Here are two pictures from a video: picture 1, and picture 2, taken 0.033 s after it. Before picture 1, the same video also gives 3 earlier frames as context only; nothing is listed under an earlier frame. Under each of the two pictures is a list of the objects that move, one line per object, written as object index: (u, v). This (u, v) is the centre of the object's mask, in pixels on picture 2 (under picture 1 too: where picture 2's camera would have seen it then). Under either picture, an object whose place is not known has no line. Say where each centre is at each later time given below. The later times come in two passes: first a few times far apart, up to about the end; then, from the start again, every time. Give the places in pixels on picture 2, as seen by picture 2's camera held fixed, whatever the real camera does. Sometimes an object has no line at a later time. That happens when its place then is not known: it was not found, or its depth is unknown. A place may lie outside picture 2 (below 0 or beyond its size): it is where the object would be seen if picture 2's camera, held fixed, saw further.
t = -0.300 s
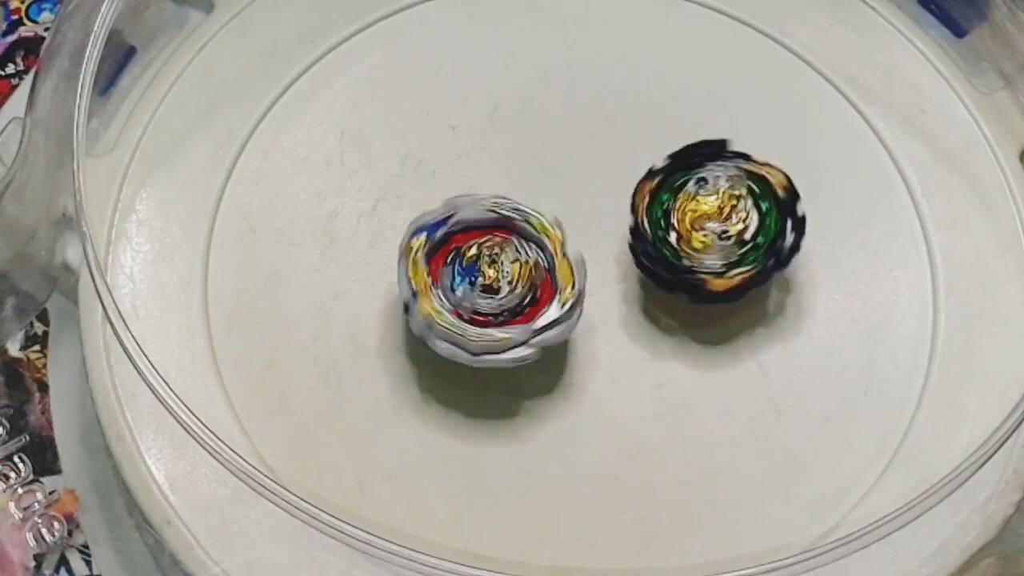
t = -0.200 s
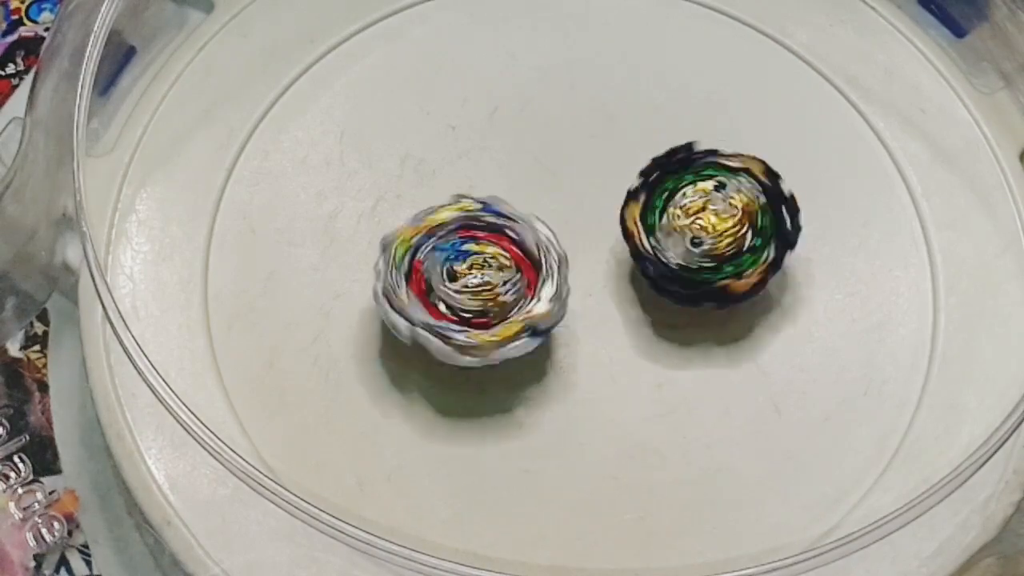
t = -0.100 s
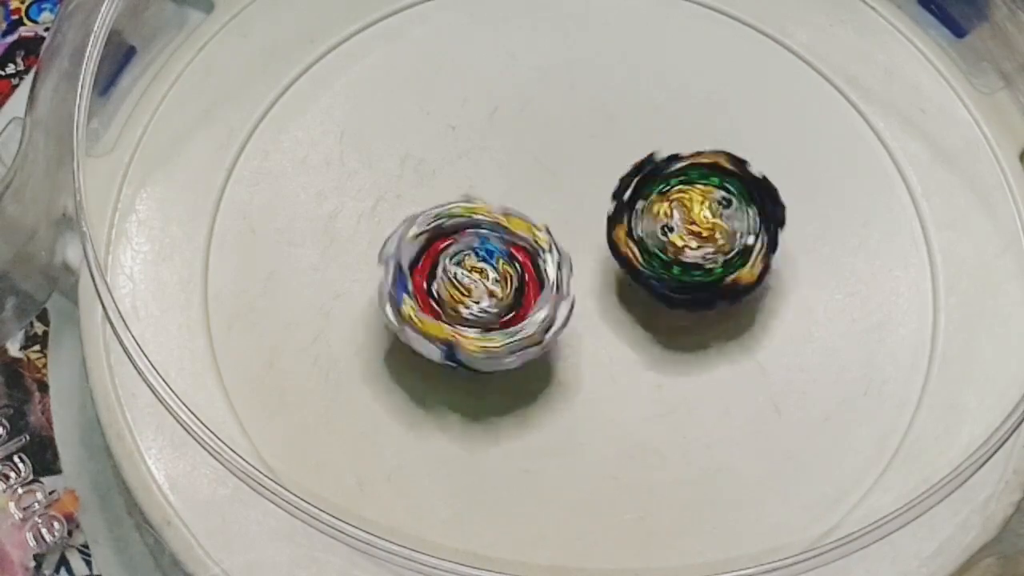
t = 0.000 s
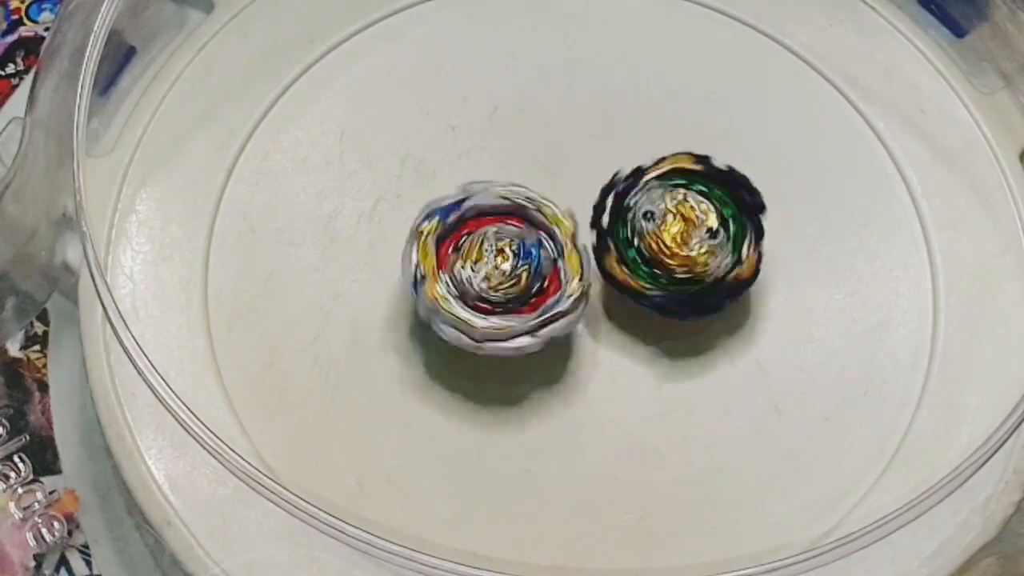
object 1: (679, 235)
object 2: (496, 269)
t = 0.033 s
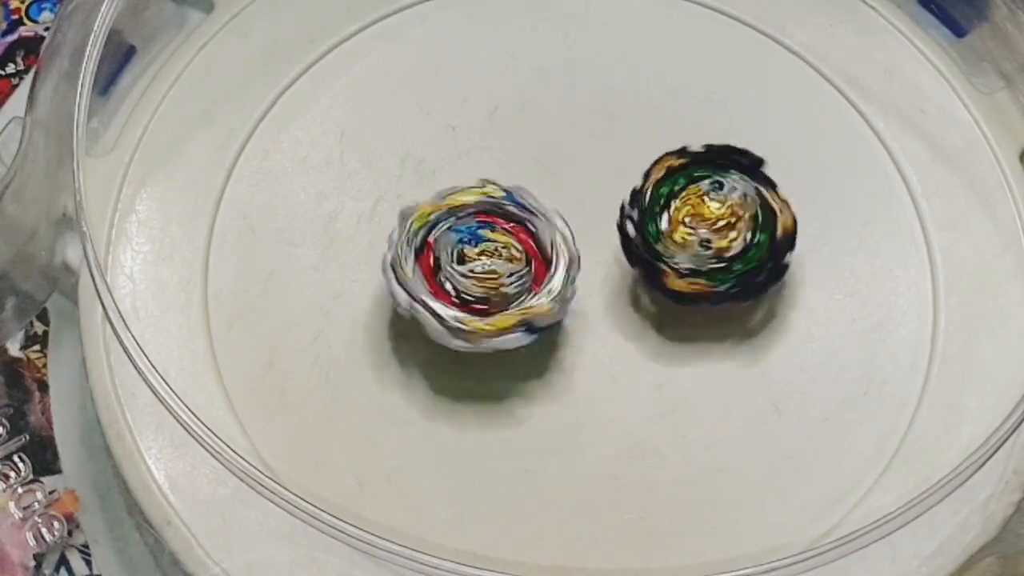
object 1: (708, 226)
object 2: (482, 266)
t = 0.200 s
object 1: (737, 216)
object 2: (435, 263)
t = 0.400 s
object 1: (723, 239)
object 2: (453, 267)
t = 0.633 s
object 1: (764, 251)
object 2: (477, 223)
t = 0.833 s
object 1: (771, 271)
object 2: (418, 210)
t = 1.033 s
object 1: (753, 292)
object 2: (457, 232)
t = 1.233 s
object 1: (723, 308)
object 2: (555, 223)
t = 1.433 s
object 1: (725, 330)
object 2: (556, 158)
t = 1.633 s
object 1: (725, 331)
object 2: (556, 158)
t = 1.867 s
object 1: (725, 333)
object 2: (555, 158)
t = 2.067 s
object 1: (725, 333)
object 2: (554, 157)
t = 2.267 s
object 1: (725, 334)
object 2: (553, 156)
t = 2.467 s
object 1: (725, 334)
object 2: (551, 155)
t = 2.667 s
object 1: (723, 334)
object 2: (548, 153)
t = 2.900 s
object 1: (722, 335)
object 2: (549, 149)
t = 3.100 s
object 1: (721, 336)
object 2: (550, 148)
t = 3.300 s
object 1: (721, 338)
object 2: (549, 148)
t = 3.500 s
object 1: (721, 339)
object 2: (548, 148)
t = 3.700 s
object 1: (721, 339)
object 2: (547, 147)
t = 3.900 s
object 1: (721, 339)
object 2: (546, 146)
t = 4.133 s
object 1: (720, 339)
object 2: (543, 145)
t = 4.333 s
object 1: (718, 340)
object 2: (541, 143)
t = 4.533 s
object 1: (717, 341)
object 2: (541, 140)
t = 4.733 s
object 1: (716, 342)
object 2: (543, 140)
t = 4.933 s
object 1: (716, 344)
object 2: (543, 140)
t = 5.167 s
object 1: (716, 344)
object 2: (541, 141)
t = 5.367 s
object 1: (715, 344)
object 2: (540, 141)
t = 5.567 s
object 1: (715, 344)
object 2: (539, 140)
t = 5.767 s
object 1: (713, 344)
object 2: (537, 140)
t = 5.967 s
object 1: (711, 345)
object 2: (535, 139)
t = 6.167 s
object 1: (710, 347)
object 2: (534, 138)
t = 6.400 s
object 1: (709, 348)
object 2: (535, 137)
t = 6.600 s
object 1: (709, 349)
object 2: (534, 139)
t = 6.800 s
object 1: (709, 349)
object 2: (532, 140)
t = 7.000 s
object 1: (708, 349)
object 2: (531, 139)
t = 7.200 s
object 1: (707, 349)
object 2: (532, 139)
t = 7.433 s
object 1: (705, 349)
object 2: (531, 141)
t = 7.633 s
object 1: (703, 350)
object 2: (528, 143)
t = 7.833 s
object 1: (680, 359)
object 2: (528, 172)
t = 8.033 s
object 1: (658, 376)
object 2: (563, 221)
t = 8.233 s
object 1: (634, 390)
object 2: (578, 205)
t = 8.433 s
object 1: (605, 393)
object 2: (580, 195)
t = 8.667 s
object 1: (582, 386)
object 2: (575, 212)
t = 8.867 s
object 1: (559, 386)
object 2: (558, 186)
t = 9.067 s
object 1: (536, 369)
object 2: (548, 192)
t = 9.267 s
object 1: (522, 359)
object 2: (556, 194)
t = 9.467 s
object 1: (507, 356)
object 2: (570, 178)
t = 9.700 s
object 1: (488, 341)
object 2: (590, 189)
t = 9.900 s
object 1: (470, 333)
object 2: (614, 187)
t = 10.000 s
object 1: (465, 322)
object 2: (622, 194)
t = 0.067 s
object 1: (729, 216)
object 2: (469, 264)
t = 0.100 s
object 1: (737, 210)
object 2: (455, 263)
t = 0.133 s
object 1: (736, 210)
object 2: (446, 265)
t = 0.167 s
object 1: (736, 213)
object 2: (442, 265)
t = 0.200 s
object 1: (737, 216)
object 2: (435, 263)
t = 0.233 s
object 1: (737, 220)
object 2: (431, 268)
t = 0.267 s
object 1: (735, 224)
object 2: (433, 268)
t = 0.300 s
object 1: (732, 228)
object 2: (434, 266)
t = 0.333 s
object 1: (730, 231)
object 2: (434, 270)
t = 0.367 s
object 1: (727, 234)
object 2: (443, 270)
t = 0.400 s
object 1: (723, 239)
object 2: (453, 267)
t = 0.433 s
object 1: (718, 242)
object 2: (463, 266)
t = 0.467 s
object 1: (715, 246)
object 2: (481, 266)
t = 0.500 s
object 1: (710, 249)
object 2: (495, 260)
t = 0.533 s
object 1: (705, 253)
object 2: (506, 253)
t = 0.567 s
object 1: (716, 255)
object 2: (510, 244)
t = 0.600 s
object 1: (748, 252)
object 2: (492, 233)
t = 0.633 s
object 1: (764, 251)
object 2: (477, 223)
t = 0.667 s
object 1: (766, 251)
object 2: (465, 218)
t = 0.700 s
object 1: (766, 254)
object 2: (454, 212)
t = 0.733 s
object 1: (769, 260)
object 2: (440, 208)
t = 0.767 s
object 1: (769, 264)
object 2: (433, 208)
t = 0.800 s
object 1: (769, 267)
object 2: (427, 208)
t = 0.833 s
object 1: (771, 271)
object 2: (418, 210)
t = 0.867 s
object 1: (771, 276)
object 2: (420, 216)
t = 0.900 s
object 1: (768, 280)
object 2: (422, 218)
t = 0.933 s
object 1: (766, 282)
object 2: (426, 222)
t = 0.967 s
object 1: (763, 287)
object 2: (435, 225)
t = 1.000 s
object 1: (758, 290)
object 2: (446, 226)
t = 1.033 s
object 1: (753, 292)
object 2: (457, 232)
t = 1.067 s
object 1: (749, 295)
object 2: (475, 234)
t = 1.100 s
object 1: (743, 299)
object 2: (490, 233)
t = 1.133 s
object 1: (736, 300)
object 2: (508, 235)
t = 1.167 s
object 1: (731, 302)
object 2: (525, 231)
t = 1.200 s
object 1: (725, 305)
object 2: (539, 228)
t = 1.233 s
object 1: (723, 308)
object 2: (555, 223)
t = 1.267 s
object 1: (728, 311)
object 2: (562, 209)
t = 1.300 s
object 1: (735, 315)
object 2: (561, 199)
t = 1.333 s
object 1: (731, 318)
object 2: (563, 186)
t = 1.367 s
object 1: (728, 323)
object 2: (560, 174)
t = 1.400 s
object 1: (729, 328)
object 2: (556, 167)
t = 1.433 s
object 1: (725, 330)
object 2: (556, 158)
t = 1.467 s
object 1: (726, 330)
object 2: (556, 158)
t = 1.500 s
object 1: (725, 330)
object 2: (557, 158)
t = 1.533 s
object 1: (725, 330)
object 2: (557, 158)
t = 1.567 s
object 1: (725, 330)
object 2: (556, 158)
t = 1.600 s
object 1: (725, 331)
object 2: (556, 158)
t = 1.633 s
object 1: (725, 331)
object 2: (556, 158)
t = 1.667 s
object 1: (725, 331)
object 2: (555, 158)
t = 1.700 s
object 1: (724, 331)
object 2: (555, 158)
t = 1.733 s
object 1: (725, 332)
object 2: (555, 158)
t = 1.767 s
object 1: (725, 332)
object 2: (555, 158)
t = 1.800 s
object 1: (725, 332)
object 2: (555, 158)
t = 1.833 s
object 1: (725, 333)
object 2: (555, 157)
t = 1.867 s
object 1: (725, 333)
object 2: (555, 158)
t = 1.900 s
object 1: (725, 333)
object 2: (555, 157)
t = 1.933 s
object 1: (725, 333)
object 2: (554, 157)
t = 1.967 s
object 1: (725, 333)
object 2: (555, 157)
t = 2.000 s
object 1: (725, 333)
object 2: (555, 157)
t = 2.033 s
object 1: (726, 333)
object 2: (555, 157)
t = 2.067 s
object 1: (725, 333)
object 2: (554, 157)
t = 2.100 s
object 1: (725, 333)
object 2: (555, 157)
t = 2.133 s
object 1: (725, 333)
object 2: (554, 157)
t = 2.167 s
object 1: (725, 333)
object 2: (554, 157)
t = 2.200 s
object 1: (725, 333)
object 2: (554, 157)
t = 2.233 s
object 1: (725, 334)
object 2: (553, 156)
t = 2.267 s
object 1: (725, 334)
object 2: (553, 156)
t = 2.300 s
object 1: (725, 334)
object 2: (553, 156)
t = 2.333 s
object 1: (725, 334)
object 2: (552, 156)
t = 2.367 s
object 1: (725, 334)
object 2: (552, 156)
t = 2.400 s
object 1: (725, 334)
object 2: (552, 156)
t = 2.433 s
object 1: (725, 334)
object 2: (551, 155)
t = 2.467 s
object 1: (725, 334)
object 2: (551, 155)
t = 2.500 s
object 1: (724, 334)
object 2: (550, 155)
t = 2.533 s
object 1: (724, 334)
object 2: (550, 154)
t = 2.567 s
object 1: (724, 334)
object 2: (549, 154)
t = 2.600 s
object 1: (724, 334)
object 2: (549, 153)
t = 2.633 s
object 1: (724, 334)
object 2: (548, 153)
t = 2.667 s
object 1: (723, 334)
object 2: (548, 153)
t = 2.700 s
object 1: (723, 334)
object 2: (548, 152)
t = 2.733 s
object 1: (723, 335)
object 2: (549, 151)
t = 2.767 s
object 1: (722, 335)
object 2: (548, 151)
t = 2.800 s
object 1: (722, 335)
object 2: (549, 150)
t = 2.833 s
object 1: (722, 335)
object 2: (549, 150)
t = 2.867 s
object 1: (722, 335)
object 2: (549, 149)
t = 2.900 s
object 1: (722, 335)
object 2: (549, 149)
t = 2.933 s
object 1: (722, 336)
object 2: (549, 149)
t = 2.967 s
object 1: (722, 336)
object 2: (550, 148)
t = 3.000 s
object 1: (721, 336)
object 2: (550, 148)
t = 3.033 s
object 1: (721, 336)
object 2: (550, 148)
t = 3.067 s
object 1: (722, 336)
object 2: (550, 148)
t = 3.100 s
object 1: (721, 336)
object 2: (550, 148)
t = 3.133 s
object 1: (721, 337)
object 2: (550, 148)
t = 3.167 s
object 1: (721, 337)
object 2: (550, 148)
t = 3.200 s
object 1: (721, 337)
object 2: (550, 148)
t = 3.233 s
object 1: (721, 337)
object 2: (550, 148)
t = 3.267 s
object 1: (721, 338)
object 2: (550, 149)
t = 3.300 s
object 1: (721, 338)
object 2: (549, 148)
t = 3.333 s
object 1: (721, 338)
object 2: (549, 149)
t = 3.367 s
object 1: (721, 339)
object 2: (549, 149)
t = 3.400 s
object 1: (721, 339)
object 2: (548, 149)
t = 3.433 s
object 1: (721, 339)
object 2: (548, 148)
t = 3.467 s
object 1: (721, 339)
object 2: (548, 148)
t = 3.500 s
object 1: (721, 339)
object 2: (548, 148)
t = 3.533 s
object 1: (722, 339)
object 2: (547, 148)
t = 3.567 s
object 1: (722, 339)
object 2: (547, 148)
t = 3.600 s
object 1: (722, 339)
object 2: (547, 147)
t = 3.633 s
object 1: (722, 339)
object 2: (547, 147)
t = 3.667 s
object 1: (722, 339)
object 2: (547, 147)
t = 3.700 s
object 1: (721, 339)
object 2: (547, 147)
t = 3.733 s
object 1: (721, 339)
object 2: (547, 147)
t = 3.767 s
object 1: (721, 339)
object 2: (547, 146)
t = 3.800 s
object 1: (721, 339)
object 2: (546, 146)
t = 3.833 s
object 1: (721, 339)
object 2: (546, 146)
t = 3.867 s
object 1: (721, 339)
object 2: (546, 146)
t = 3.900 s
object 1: (721, 339)
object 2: (546, 146)
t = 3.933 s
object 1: (720, 339)
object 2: (545, 146)
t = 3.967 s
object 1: (720, 339)
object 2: (545, 146)
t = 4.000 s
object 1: (720, 339)
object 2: (545, 146)
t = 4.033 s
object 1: (720, 339)
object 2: (544, 146)
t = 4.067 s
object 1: (720, 339)
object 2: (544, 145)
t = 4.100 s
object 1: (720, 339)
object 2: (544, 145)
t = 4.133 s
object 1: (720, 339)
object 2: (543, 145)
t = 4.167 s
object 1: (720, 339)
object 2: (542, 145)
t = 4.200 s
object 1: (719, 339)
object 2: (542, 144)
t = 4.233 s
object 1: (719, 339)
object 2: (542, 144)
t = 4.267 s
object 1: (718, 339)
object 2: (541, 144)
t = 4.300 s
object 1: (718, 340)
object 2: (541, 143)
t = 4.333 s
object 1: (718, 340)
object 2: (541, 143)
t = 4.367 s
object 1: (718, 340)
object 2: (541, 142)
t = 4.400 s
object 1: (717, 340)
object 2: (541, 142)
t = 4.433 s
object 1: (717, 341)
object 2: (541, 141)
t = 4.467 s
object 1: (717, 341)
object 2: (541, 141)
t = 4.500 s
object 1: (717, 341)
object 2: (541, 141)
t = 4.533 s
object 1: (717, 341)
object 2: (541, 140)
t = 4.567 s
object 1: (717, 341)
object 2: (542, 140)
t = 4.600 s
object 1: (717, 341)
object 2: (542, 140)
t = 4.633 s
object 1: (717, 342)
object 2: (542, 140)
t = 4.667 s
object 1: (716, 342)
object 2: (542, 139)
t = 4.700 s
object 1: (716, 342)
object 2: (543, 139)
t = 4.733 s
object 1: (716, 342)
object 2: (543, 140)
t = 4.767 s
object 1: (716, 342)
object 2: (543, 140)
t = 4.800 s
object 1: (716, 343)
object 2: (543, 140)
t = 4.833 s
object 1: (716, 343)
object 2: (543, 140)
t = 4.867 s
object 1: (716, 343)
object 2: (543, 140)
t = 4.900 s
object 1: (716, 343)
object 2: (543, 140)
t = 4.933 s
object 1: (716, 344)
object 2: (543, 140)
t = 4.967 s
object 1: (716, 344)
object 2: (543, 140)
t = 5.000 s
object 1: (716, 344)
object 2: (542, 141)
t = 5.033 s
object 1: (716, 344)
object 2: (542, 141)
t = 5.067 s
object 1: (716, 344)
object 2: (542, 141)
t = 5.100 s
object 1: (716, 344)
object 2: (541, 141)
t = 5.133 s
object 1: (716, 344)
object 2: (541, 141)
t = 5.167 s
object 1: (716, 344)
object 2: (541, 141)
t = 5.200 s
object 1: (716, 344)
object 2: (541, 141)
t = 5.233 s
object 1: (716, 344)
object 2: (540, 141)
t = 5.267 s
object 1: (716, 344)
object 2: (540, 141)
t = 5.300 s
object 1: (716, 344)
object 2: (540, 141)
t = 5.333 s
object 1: (715, 344)
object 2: (540, 141)
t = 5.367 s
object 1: (715, 344)
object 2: (540, 141)
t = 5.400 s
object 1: (715, 344)
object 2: (540, 140)
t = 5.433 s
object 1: (715, 344)
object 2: (540, 140)
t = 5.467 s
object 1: (715, 344)
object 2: (540, 140)
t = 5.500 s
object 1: (715, 344)
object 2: (539, 140)
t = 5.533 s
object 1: (715, 344)
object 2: (539, 140)
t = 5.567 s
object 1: (715, 344)
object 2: (539, 140)
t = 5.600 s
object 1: (715, 344)
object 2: (538, 140)
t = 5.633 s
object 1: (714, 344)
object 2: (538, 140)
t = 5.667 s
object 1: (714, 344)
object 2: (538, 140)
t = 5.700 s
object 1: (714, 344)
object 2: (538, 140)
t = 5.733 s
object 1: (714, 344)
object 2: (538, 140)
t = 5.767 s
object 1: (713, 344)
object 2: (537, 140)
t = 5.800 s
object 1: (713, 344)
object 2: (536, 140)
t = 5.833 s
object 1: (712, 345)
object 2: (536, 140)
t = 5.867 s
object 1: (712, 344)
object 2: (536, 140)
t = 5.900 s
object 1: (711, 345)
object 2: (535, 140)
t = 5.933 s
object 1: (711, 345)
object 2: (535, 139)
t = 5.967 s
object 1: (711, 345)
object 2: (535, 139)
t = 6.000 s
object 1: (711, 346)
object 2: (534, 139)
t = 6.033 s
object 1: (711, 346)
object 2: (534, 139)
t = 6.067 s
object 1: (710, 346)
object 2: (534, 139)
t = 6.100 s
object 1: (710, 346)
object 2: (534, 139)
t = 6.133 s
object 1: (710, 346)
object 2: (534, 138)
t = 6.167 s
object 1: (710, 347)
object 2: (534, 138)
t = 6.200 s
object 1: (710, 347)
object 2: (534, 138)
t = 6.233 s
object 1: (710, 347)
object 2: (535, 137)
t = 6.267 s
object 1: (710, 347)
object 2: (535, 137)
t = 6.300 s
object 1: (709, 347)
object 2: (535, 137)
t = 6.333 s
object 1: (709, 347)
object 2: (535, 137)
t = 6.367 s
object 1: (709, 348)
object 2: (535, 137)
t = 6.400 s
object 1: (709, 348)
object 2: (535, 137)
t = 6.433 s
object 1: (709, 348)
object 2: (535, 138)
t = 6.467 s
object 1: (709, 348)
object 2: (534, 138)
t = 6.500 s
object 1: (709, 349)
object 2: (534, 138)
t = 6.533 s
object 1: (709, 349)
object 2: (535, 138)
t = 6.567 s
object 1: (709, 349)
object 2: (535, 138)
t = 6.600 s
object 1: (709, 349)
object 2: (534, 139)
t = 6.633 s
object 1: (709, 349)
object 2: (535, 139)
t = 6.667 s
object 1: (709, 349)
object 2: (534, 139)
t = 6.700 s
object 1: (709, 349)
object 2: (533, 139)
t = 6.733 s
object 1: (709, 349)
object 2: (533, 139)
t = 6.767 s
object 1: (709, 349)
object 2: (533, 140)
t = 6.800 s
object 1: (709, 349)
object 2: (532, 140)
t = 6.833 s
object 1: (709, 349)
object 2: (532, 140)
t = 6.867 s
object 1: (709, 349)
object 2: (531, 140)
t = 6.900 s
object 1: (709, 349)
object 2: (532, 140)
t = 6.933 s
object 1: (708, 349)
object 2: (531, 140)
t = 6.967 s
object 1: (708, 349)
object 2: (531, 140)
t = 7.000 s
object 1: (708, 349)
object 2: (531, 139)
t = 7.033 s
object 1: (708, 349)
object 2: (531, 139)
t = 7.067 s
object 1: (708, 349)
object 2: (531, 139)
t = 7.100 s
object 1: (708, 349)
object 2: (531, 139)
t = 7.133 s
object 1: (708, 349)
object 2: (532, 139)
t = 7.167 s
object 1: (708, 349)
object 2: (532, 139)
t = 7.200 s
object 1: (707, 349)
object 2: (532, 139)
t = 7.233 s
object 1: (707, 349)
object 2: (531, 140)
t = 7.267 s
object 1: (707, 349)
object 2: (531, 140)
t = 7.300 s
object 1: (707, 349)
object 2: (531, 140)
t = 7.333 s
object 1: (707, 349)
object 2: (531, 140)
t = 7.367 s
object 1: (706, 349)
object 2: (531, 141)
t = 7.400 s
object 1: (706, 349)
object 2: (531, 141)
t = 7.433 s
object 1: (705, 349)
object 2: (531, 141)
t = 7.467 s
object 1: (705, 349)
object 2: (531, 141)
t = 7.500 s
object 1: (704, 349)
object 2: (530, 142)
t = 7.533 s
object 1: (704, 350)
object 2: (530, 142)
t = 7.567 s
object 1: (704, 350)
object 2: (529, 142)
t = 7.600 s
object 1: (704, 350)
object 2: (529, 142)
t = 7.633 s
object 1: (703, 350)
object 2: (528, 143)
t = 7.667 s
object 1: (703, 351)
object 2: (528, 143)
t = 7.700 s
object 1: (702, 353)
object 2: (527, 141)
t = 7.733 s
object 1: (696, 354)
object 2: (524, 150)
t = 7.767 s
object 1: (692, 356)
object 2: (525, 154)
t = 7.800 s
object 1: (686, 359)
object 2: (523, 160)
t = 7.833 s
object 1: (680, 359)
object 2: (528, 172)
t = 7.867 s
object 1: (675, 361)
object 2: (531, 180)
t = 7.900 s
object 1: (669, 364)
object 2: (533, 193)
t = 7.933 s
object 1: (662, 363)
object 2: (542, 201)
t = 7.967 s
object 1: (657, 363)
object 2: (547, 211)
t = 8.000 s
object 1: (655, 369)
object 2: (557, 220)
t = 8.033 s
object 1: (658, 376)
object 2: (563, 221)
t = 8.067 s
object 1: (657, 377)
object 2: (567, 222)
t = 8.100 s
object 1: (652, 382)
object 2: (575, 218)
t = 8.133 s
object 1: (647, 383)
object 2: (576, 215)
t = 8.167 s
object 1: (644, 386)
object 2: (579, 211)
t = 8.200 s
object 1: (640, 390)
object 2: (581, 205)
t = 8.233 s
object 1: (634, 390)
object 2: (578, 205)
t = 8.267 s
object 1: (631, 391)
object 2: (581, 201)
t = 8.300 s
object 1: (626, 394)
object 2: (577, 198)
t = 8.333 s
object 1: (620, 393)
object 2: (579, 199)
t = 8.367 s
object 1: (617, 393)
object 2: (580, 198)
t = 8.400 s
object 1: (610, 395)
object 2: (578, 198)
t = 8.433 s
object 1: (605, 393)
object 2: (580, 195)
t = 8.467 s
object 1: (601, 392)
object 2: (576, 197)
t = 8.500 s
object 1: (595, 392)
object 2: (578, 202)
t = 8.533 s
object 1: (590, 388)
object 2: (576, 202)
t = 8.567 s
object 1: (586, 386)
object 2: (574, 211)
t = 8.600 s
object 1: (580, 385)
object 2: (577, 212)
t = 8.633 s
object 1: (579, 385)
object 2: (574, 215)
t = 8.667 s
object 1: (582, 386)
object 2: (575, 212)
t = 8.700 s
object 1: (580, 386)
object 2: (572, 202)
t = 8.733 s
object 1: (574, 385)
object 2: (574, 198)
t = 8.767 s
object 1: (571, 388)
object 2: (569, 191)
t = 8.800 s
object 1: (565, 387)
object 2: (566, 191)
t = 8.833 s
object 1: (563, 386)
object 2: (565, 184)
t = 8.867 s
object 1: (559, 386)
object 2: (558, 186)
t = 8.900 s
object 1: (554, 384)
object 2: (558, 183)
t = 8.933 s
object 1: (552, 382)
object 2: (550, 180)
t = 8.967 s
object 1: (547, 380)
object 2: (554, 184)
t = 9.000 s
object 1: (543, 375)
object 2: (550, 183)
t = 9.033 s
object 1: (542, 372)
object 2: (548, 193)
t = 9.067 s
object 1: (536, 369)
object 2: (548, 192)
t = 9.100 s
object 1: (535, 363)
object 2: (544, 198)
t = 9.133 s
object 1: (536, 369)
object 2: (549, 194)
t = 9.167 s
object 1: (534, 367)
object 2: (549, 193)
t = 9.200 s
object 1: (529, 363)
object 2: (551, 193)
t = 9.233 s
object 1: (525, 362)
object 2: (551, 190)
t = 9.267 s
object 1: (522, 359)
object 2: (556, 194)
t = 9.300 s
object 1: (521, 361)
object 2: (560, 189)
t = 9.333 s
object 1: (518, 365)
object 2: (562, 189)
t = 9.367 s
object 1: (518, 361)
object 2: (568, 184)
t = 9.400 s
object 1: (513, 361)
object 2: (564, 183)
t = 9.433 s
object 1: (508, 357)
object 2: (570, 181)
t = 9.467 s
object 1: (507, 356)
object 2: (570, 178)
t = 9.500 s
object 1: (502, 353)
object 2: (572, 178)
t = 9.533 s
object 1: (502, 350)
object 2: (574, 176)
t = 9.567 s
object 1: (499, 348)
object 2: (580, 181)
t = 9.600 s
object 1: (496, 343)
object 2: (577, 180)
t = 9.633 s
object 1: (496, 341)
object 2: (579, 187)
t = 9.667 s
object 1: (492, 337)
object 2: (583, 188)
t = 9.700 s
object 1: (488, 341)
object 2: (590, 189)
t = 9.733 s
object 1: (485, 347)
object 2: (597, 187)
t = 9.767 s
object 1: (483, 343)
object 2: (607, 185)
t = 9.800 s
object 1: (479, 340)
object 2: (610, 182)
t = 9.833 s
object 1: (474, 339)
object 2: (613, 185)
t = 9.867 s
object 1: (475, 335)
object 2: (615, 181)
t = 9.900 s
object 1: (470, 333)
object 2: (614, 187)
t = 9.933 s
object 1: (468, 328)
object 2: (616, 185)
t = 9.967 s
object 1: (468, 326)
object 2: (616, 190)
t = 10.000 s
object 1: (465, 322)
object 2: (622, 194)
